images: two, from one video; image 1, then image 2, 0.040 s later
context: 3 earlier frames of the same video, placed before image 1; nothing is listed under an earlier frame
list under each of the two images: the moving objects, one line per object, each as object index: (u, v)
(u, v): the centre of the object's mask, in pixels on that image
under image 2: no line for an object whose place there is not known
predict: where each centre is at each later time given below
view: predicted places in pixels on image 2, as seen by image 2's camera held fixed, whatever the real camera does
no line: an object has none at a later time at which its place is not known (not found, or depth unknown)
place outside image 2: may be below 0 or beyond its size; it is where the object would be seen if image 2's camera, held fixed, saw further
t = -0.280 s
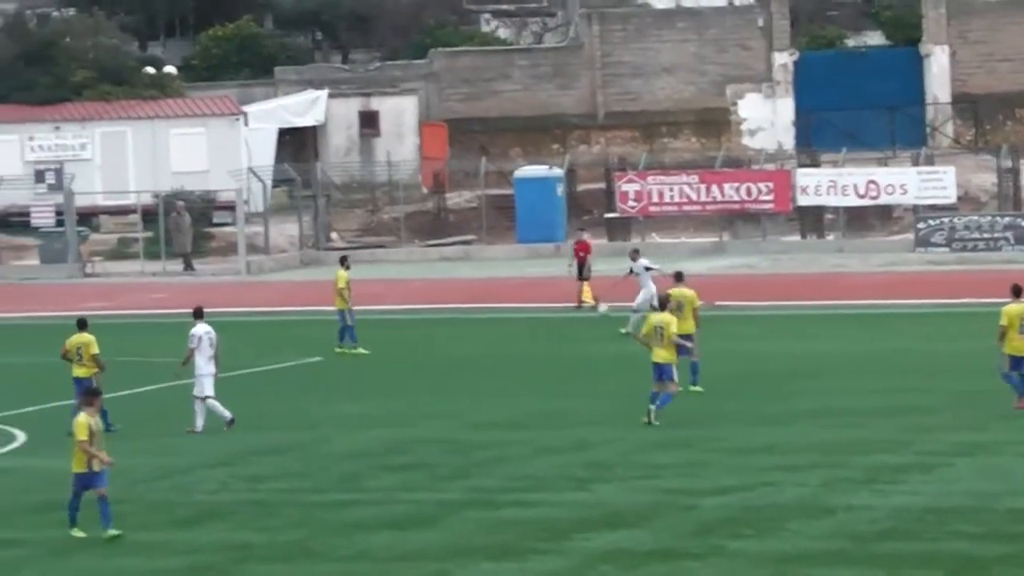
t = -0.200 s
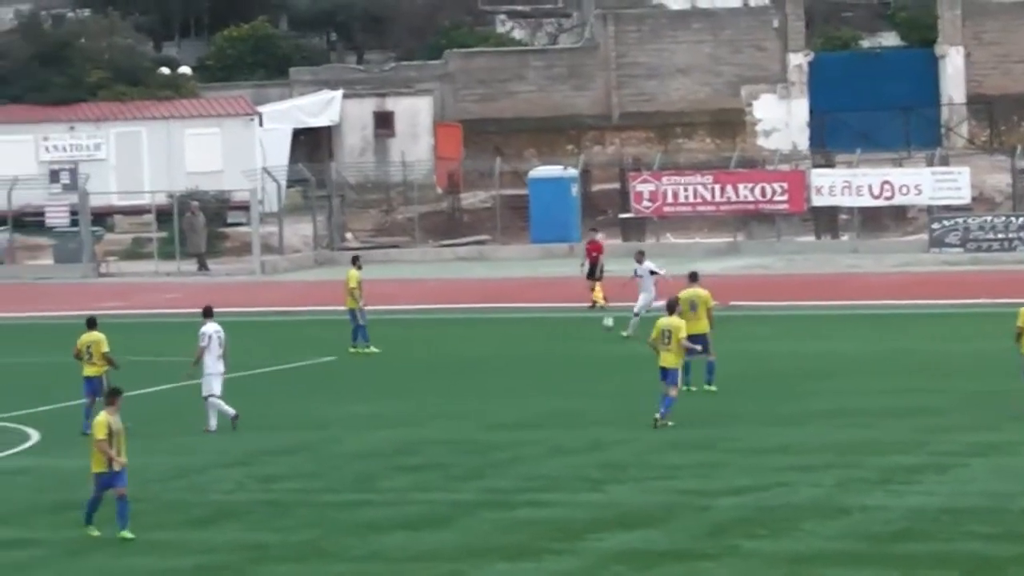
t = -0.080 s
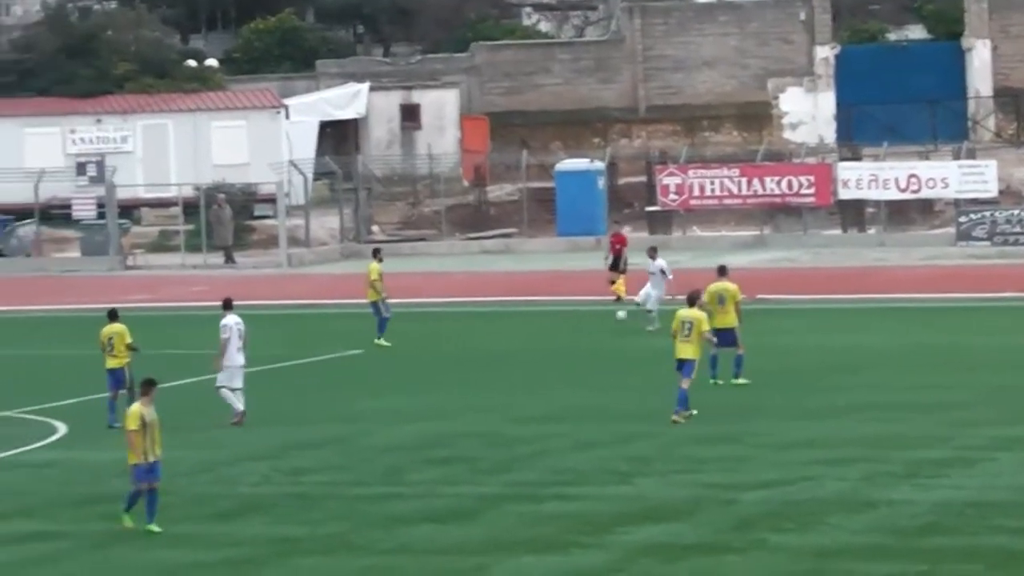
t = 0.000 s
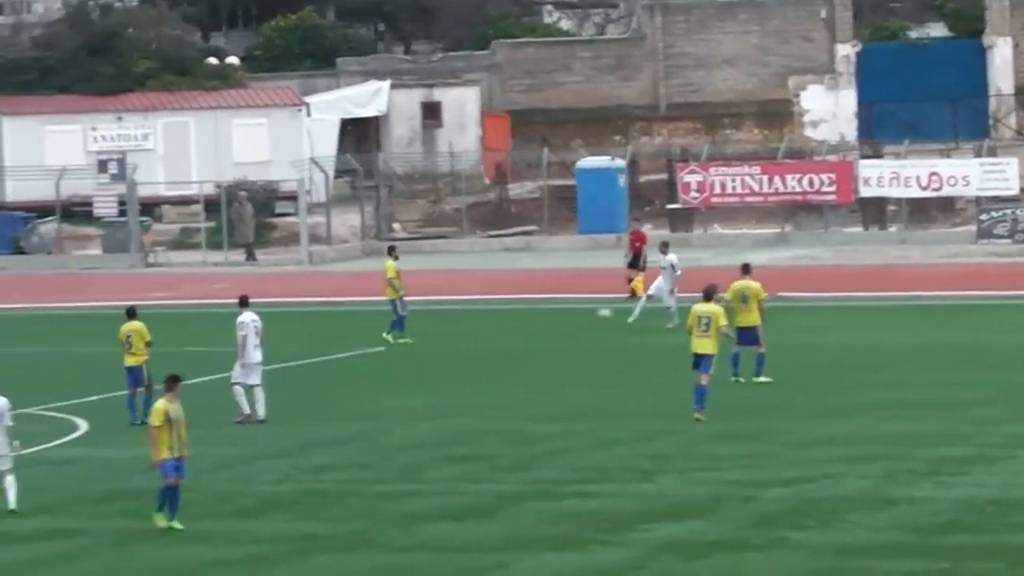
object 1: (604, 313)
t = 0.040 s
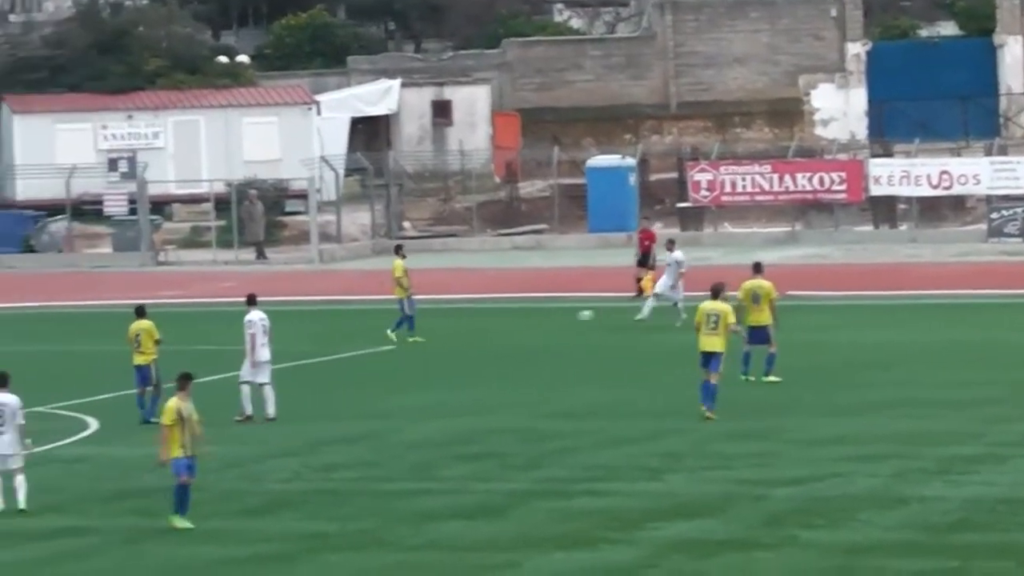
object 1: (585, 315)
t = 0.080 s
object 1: (559, 318)
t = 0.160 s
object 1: (505, 328)
